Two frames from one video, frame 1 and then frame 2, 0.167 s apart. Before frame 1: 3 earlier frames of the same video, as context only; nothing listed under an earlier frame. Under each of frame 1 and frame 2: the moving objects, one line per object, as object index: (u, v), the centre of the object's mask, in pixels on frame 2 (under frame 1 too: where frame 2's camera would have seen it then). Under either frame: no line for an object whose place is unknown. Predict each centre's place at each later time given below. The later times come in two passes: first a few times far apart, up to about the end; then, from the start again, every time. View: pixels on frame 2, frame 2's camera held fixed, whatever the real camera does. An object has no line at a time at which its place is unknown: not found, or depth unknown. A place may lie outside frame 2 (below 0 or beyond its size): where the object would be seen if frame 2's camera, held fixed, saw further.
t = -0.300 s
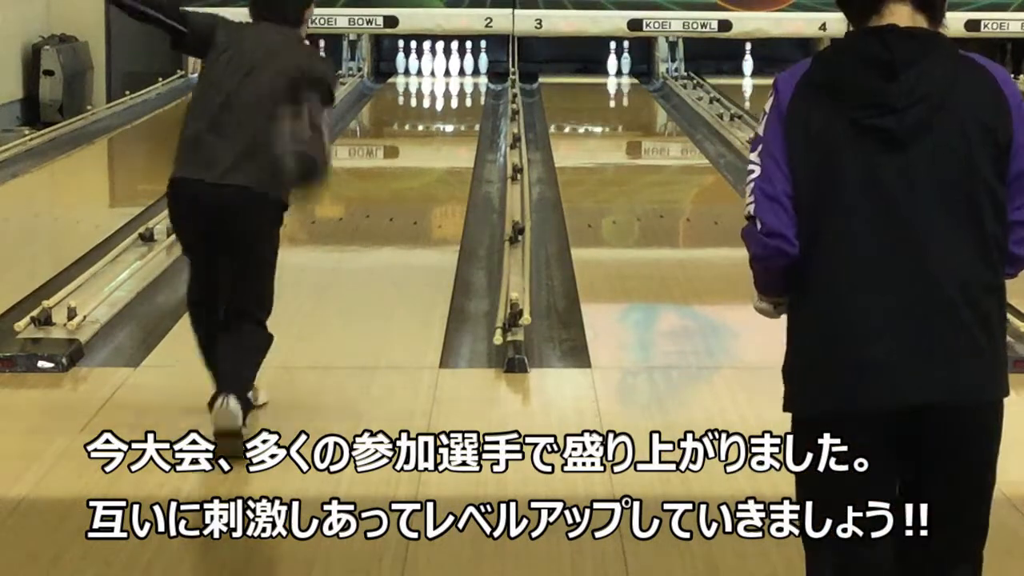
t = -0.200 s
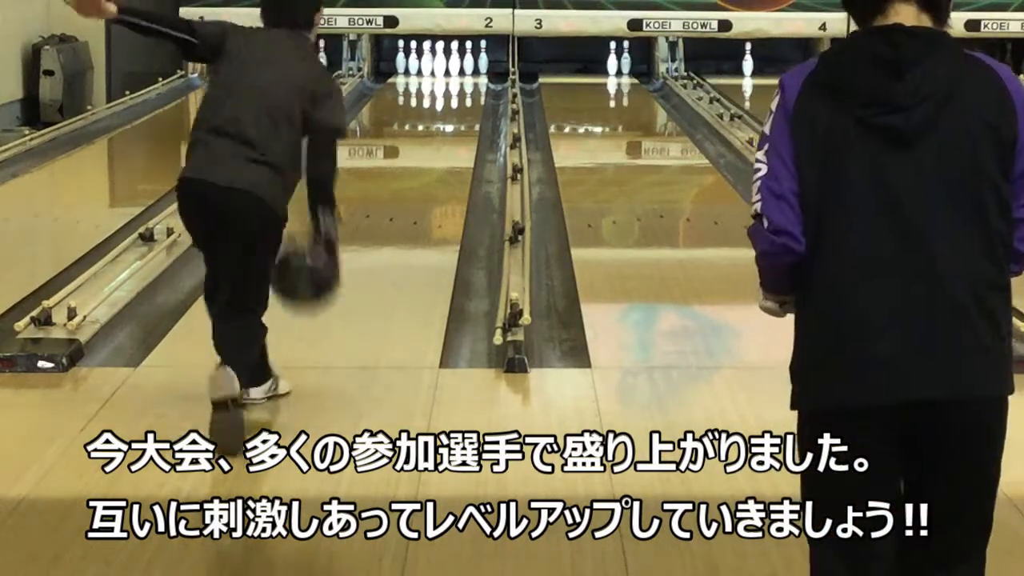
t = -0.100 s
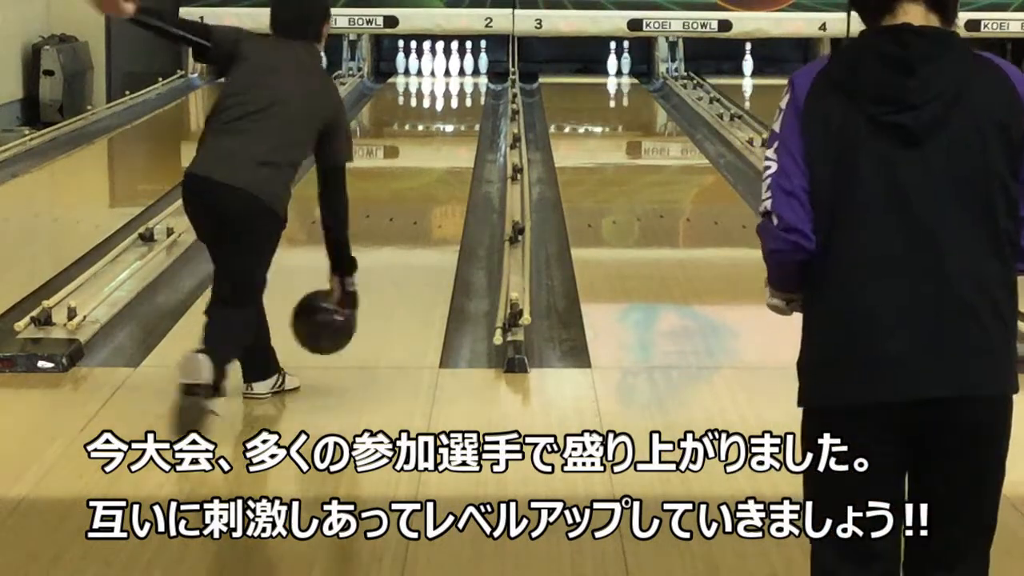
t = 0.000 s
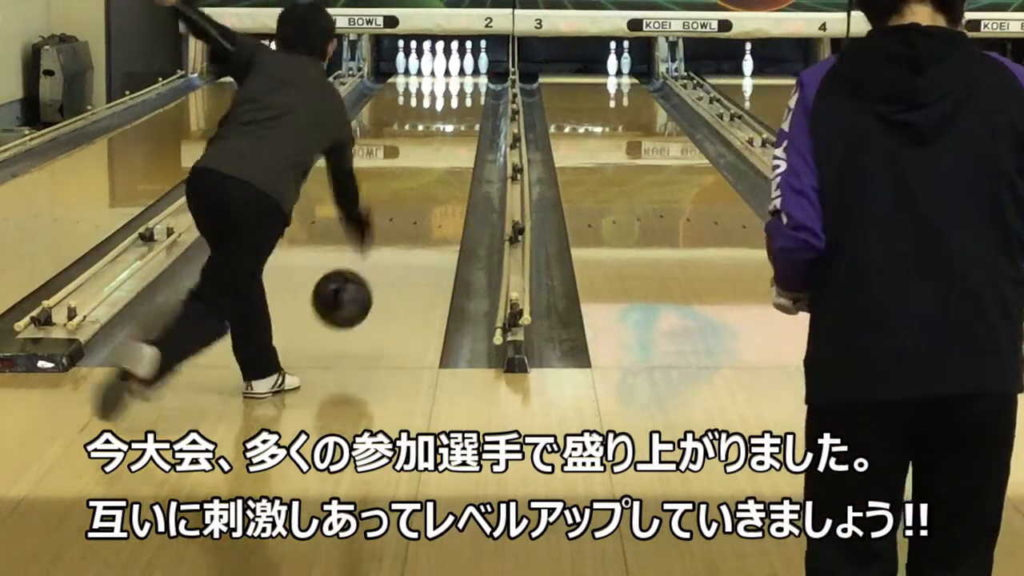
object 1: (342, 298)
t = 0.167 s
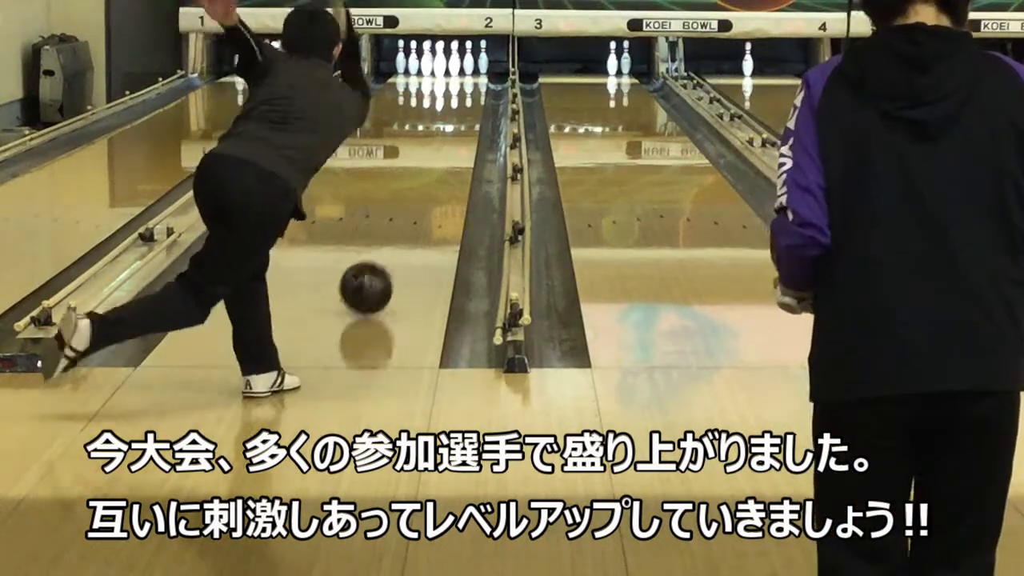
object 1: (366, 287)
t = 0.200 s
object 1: (370, 280)
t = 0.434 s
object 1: (394, 237)
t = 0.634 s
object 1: (410, 207)
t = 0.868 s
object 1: (424, 179)
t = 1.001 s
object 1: (431, 165)
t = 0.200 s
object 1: (370, 280)
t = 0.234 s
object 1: (374, 274)
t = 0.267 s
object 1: (378, 268)
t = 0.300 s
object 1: (381, 261)
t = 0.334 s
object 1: (385, 255)
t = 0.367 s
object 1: (388, 248)
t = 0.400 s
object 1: (391, 242)
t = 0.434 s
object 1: (394, 237)
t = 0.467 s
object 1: (397, 232)
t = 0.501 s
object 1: (400, 226)
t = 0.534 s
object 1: (403, 221)
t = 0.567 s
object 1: (405, 216)
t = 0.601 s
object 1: (408, 211)
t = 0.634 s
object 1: (410, 207)
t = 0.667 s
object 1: (412, 203)
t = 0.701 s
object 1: (414, 198)
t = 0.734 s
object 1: (417, 194)
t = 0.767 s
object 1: (419, 190)
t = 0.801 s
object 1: (420, 186)
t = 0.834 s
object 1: (423, 182)
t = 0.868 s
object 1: (424, 179)
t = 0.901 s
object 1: (426, 175)
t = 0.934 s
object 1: (428, 171)
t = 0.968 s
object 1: (429, 168)
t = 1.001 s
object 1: (431, 165)
